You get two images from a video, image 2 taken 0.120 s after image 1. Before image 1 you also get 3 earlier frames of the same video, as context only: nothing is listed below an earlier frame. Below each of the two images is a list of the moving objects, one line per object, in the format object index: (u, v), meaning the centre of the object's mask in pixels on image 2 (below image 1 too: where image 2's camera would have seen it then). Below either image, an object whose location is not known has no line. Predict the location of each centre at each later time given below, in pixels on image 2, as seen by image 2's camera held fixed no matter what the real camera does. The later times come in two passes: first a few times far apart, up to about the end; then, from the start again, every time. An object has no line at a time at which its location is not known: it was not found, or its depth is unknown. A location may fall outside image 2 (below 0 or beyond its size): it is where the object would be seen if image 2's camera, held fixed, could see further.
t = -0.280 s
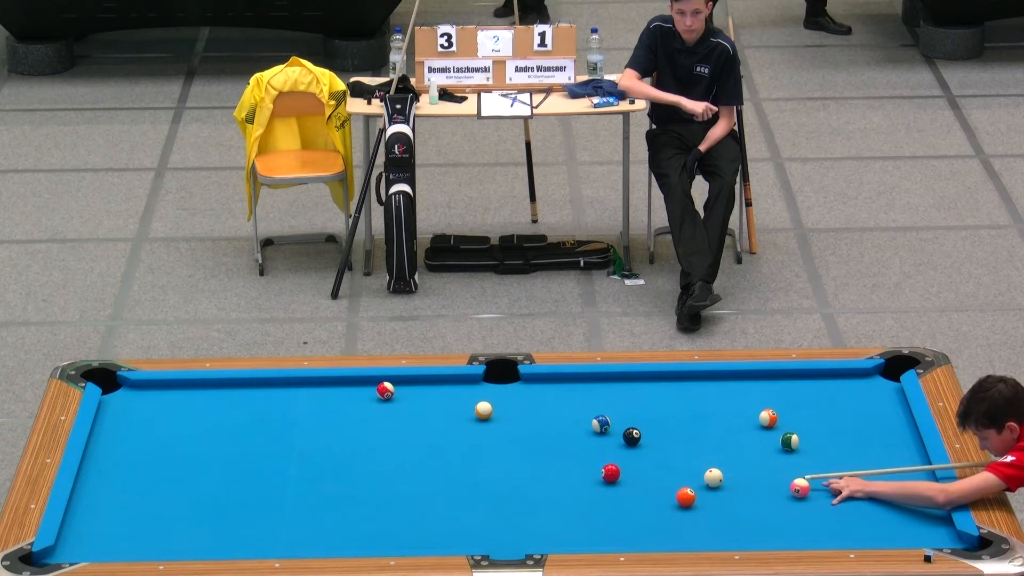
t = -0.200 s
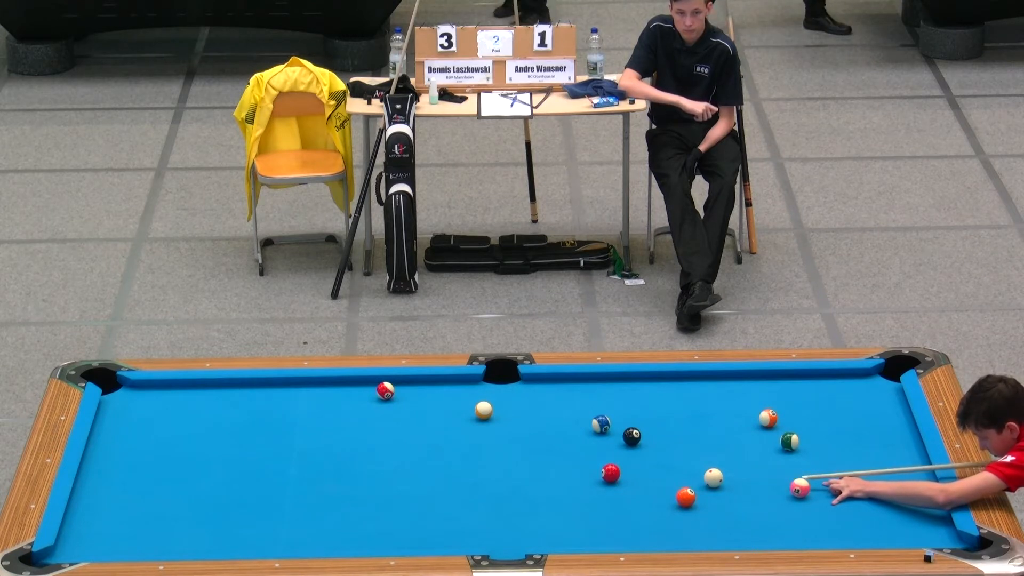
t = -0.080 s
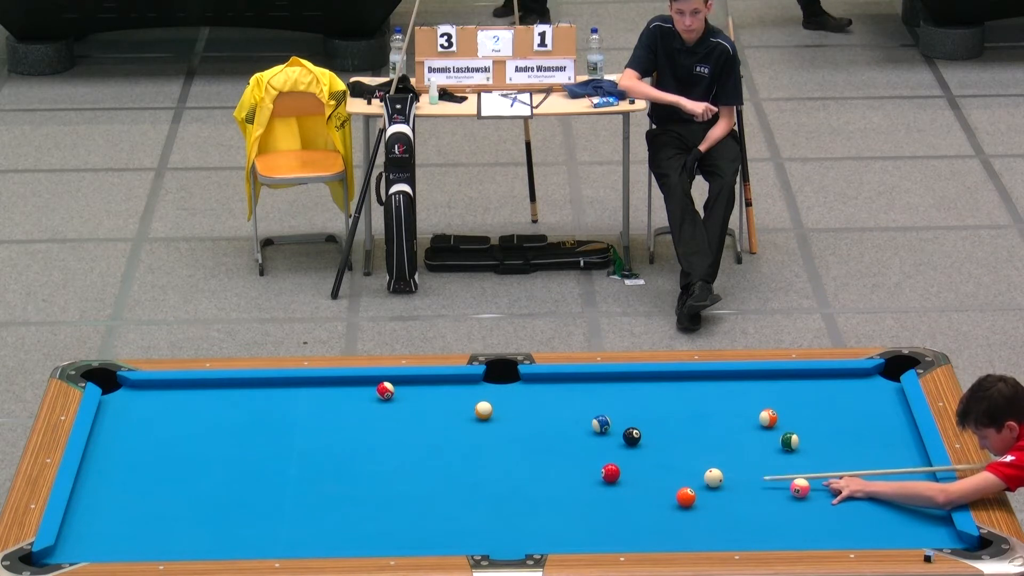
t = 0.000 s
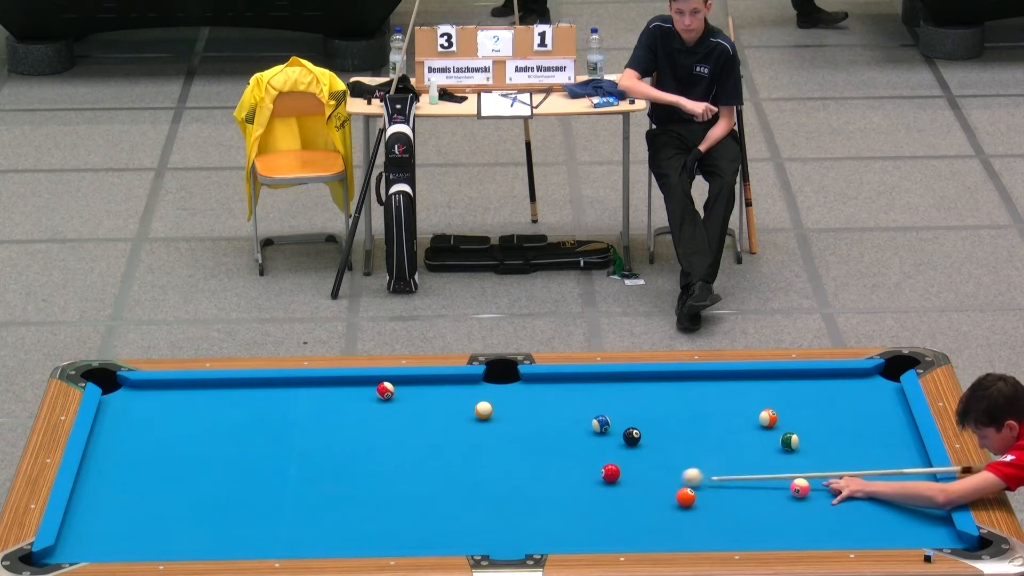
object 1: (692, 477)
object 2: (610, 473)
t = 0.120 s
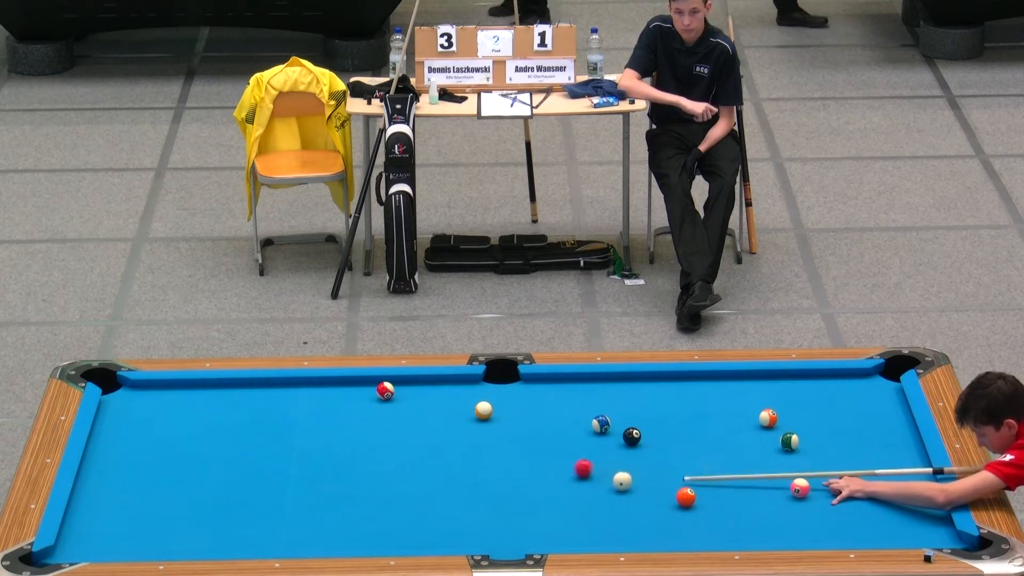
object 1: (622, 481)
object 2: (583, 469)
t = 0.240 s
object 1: (614, 491)
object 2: (516, 457)
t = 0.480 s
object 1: (602, 508)
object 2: (406, 438)
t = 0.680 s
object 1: (592, 522)
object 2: (321, 423)
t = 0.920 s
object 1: (581, 537)
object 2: (223, 406)
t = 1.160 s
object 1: (570, 539)
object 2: (129, 390)
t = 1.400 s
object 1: (562, 532)
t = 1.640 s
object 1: (554, 525)
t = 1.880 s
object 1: (547, 518)
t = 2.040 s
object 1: (543, 513)
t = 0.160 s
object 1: (618, 485)
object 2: (559, 464)
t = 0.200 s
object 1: (615, 488)
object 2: (537, 460)
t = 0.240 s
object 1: (614, 491)
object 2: (516, 457)
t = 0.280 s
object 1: (611, 494)
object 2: (496, 454)
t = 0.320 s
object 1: (610, 496)
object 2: (477, 450)
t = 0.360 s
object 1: (608, 499)
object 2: (459, 447)
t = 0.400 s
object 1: (606, 502)
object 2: (441, 444)
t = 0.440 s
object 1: (604, 505)
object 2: (424, 441)
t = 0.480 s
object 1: (602, 508)
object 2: (406, 438)
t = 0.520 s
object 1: (600, 511)
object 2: (389, 435)
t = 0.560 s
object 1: (598, 514)
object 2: (372, 432)
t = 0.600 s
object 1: (596, 516)
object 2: (355, 429)
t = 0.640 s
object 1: (594, 519)
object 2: (338, 426)
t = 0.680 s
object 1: (592, 522)
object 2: (321, 423)
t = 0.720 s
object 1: (590, 525)
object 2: (304, 420)
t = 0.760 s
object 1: (588, 527)
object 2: (288, 417)
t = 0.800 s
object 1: (586, 530)
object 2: (272, 415)
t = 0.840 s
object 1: (584, 533)
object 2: (255, 411)
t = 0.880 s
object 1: (582, 536)
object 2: (239, 409)
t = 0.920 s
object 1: (581, 537)
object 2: (223, 406)
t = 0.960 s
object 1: (579, 539)
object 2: (207, 403)
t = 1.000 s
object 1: (577, 541)
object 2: (191, 401)
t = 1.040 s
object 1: (575, 541)
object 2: (176, 398)
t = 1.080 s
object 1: (574, 540)
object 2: (160, 395)
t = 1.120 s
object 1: (572, 539)
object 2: (145, 392)
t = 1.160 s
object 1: (570, 539)
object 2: (129, 390)
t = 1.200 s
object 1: (569, 538)
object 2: (113, 387)
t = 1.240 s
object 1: (567, 537)
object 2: (101, 383)
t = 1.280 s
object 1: (566, 536)
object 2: (97, 382)
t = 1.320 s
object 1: (564, 535)
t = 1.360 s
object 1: (563, 534)
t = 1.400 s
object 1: (562, 532)
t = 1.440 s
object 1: (560, 531)
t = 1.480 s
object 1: (559, 530)
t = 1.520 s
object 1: (558, 528)
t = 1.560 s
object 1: (556, 527)
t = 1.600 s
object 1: (555, 526)
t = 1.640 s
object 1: (554, 525)
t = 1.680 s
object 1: (553, 523)
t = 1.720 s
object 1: (552, 522)
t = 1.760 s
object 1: (551, 521)
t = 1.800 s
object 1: (549, 520)
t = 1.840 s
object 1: (548, 519)
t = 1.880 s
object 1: (547, 518)
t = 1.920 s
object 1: (546, 517)
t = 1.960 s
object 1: (545, 515)
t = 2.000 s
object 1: (544, 514)
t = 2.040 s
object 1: (543, 513)
